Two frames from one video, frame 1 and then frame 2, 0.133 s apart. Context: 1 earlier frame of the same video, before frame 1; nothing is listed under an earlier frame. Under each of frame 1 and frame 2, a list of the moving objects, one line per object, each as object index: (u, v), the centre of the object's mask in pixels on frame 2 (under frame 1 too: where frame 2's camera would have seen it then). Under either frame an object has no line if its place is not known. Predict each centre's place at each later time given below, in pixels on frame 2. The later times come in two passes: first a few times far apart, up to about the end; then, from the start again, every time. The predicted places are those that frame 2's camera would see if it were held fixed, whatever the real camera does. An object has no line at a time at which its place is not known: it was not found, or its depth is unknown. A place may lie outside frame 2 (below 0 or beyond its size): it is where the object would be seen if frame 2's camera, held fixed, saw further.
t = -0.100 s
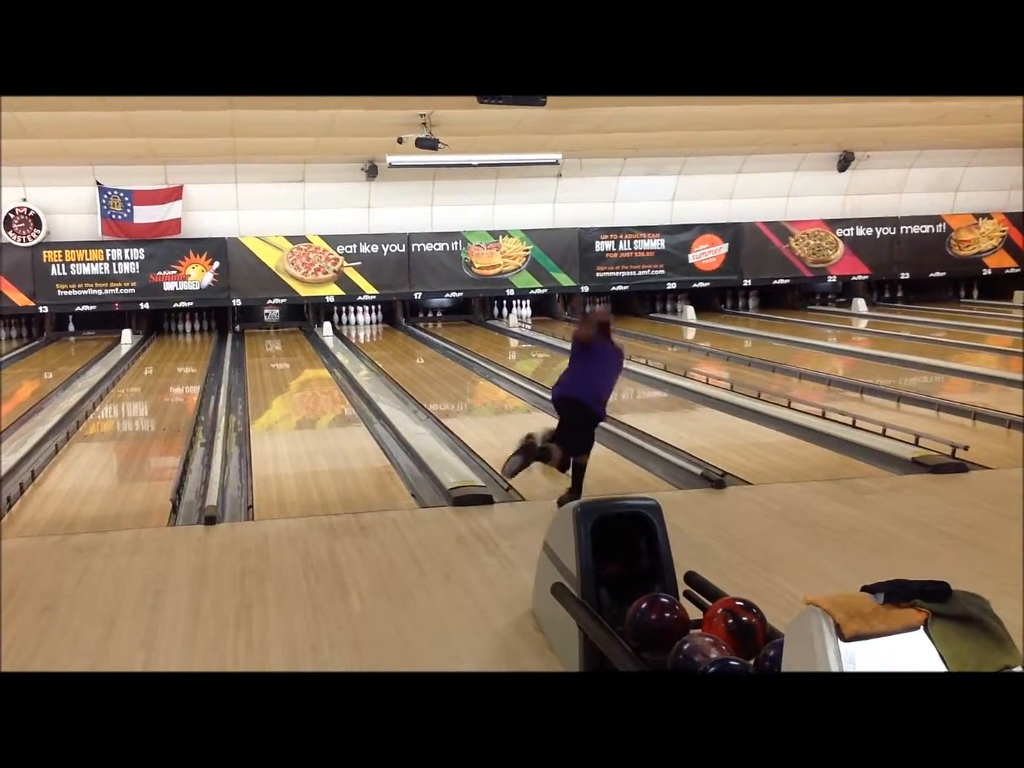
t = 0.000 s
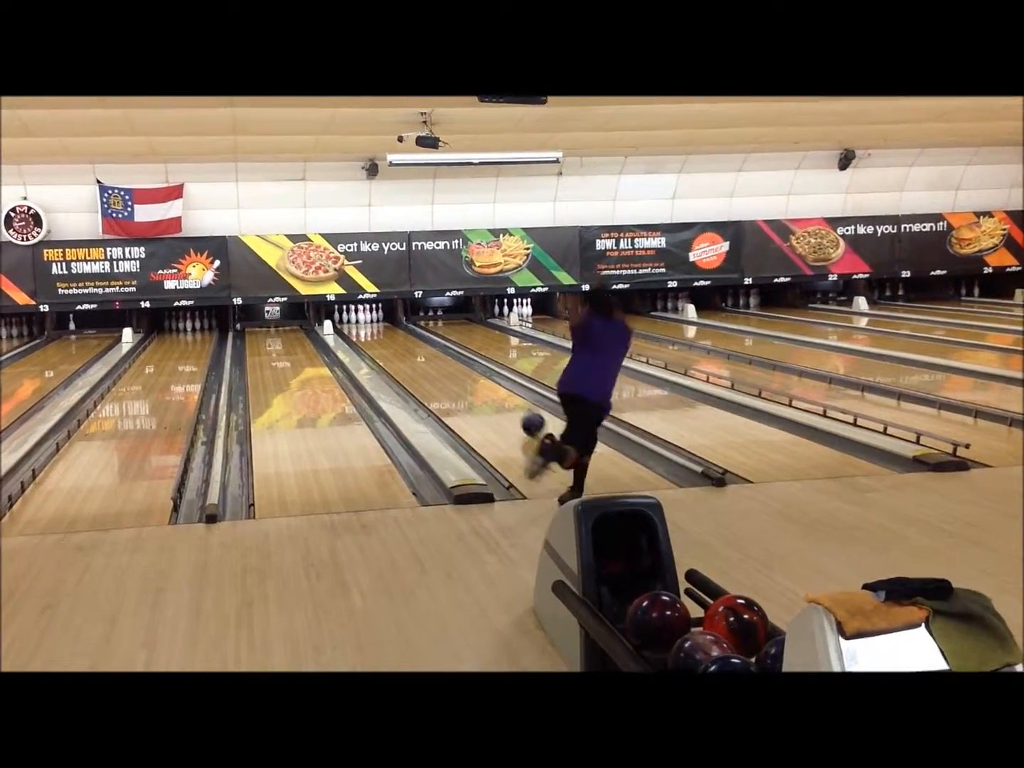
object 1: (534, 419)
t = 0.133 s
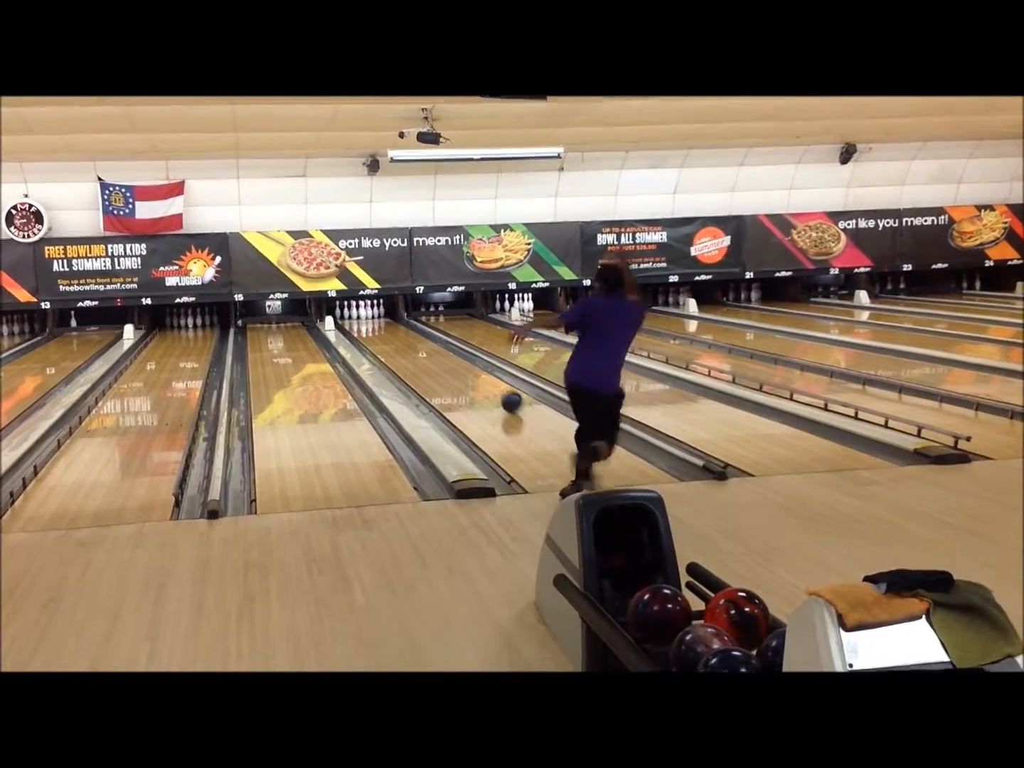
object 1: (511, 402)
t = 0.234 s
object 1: (498, 391)
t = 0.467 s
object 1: (470, 371)
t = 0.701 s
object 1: (448, 356)
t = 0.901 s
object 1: (431, 346)
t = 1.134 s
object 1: (415, 336)
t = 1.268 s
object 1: (406, 330)
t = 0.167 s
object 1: (506, 398)
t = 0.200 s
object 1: (502, 395)
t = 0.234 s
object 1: (498, 391)
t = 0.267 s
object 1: (493, 388)
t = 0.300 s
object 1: (489, 385)
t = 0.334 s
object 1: (485, 382)
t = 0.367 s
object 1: (481, 379)
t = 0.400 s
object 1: (477, 377)
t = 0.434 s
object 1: (473, 374)
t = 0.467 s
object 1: (470, 371)
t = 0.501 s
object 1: (466, 368)
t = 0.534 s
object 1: (463, 366)
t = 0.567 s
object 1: (460, 364)
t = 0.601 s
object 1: (457, 362)
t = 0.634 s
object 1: (454, 360)
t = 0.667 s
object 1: (451, 359)
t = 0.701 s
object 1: (448, 356)
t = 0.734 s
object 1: (445, 354)
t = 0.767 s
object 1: (442, 352)
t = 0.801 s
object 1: (439, 350)
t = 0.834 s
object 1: (437, 349)
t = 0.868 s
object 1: (435, 347)
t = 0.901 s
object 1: (431, 346)
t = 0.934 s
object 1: (429, 345)
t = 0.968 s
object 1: (426, 343)
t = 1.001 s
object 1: (424, 341)
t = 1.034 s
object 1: (422, 340)
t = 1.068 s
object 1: (419, 338)
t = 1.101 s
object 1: (417, 337)
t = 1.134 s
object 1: (415, 336)
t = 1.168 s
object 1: (413, 334)
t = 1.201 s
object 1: (410, 333)
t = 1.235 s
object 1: (408, 331)
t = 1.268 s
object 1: (406, 330)
